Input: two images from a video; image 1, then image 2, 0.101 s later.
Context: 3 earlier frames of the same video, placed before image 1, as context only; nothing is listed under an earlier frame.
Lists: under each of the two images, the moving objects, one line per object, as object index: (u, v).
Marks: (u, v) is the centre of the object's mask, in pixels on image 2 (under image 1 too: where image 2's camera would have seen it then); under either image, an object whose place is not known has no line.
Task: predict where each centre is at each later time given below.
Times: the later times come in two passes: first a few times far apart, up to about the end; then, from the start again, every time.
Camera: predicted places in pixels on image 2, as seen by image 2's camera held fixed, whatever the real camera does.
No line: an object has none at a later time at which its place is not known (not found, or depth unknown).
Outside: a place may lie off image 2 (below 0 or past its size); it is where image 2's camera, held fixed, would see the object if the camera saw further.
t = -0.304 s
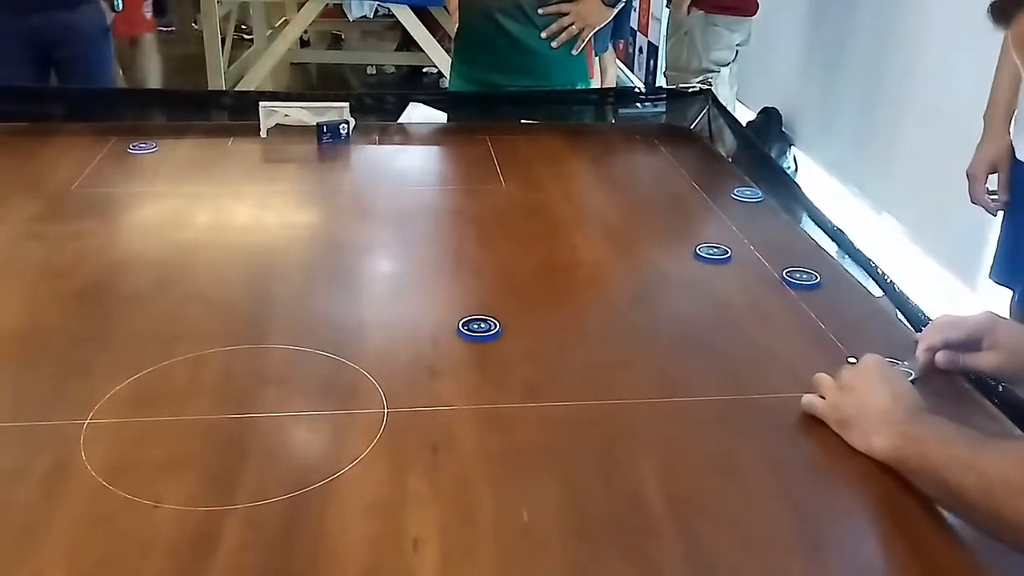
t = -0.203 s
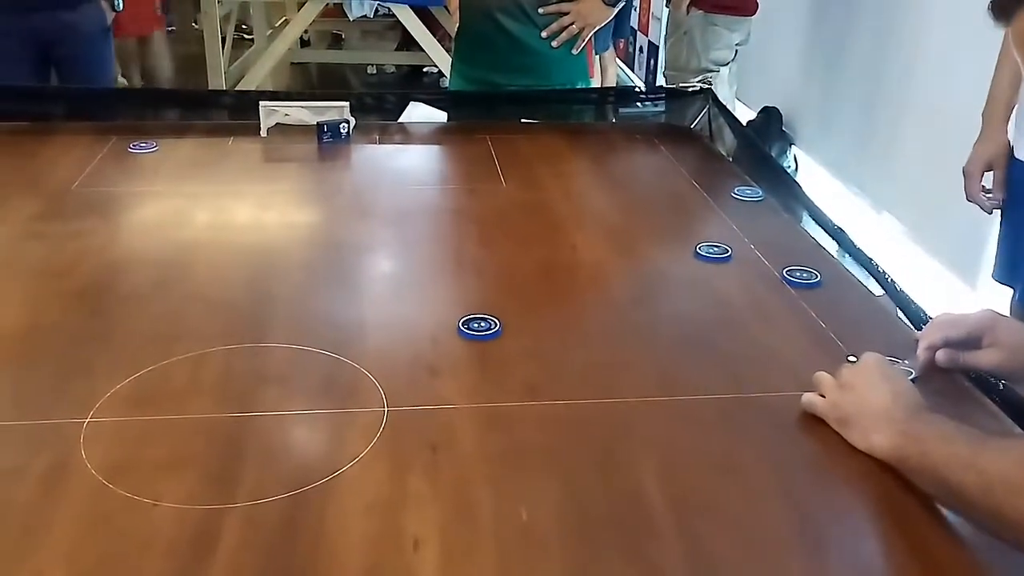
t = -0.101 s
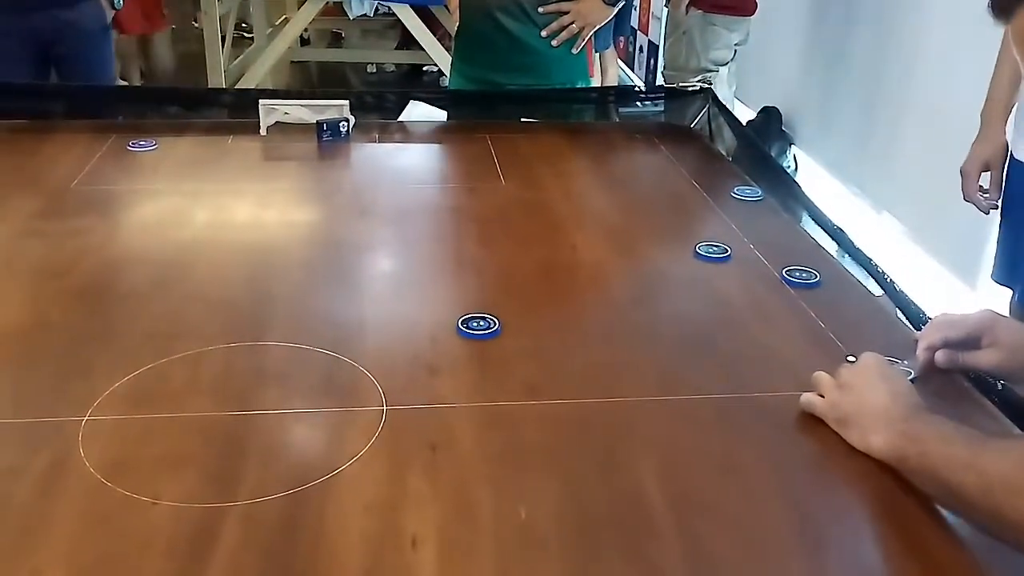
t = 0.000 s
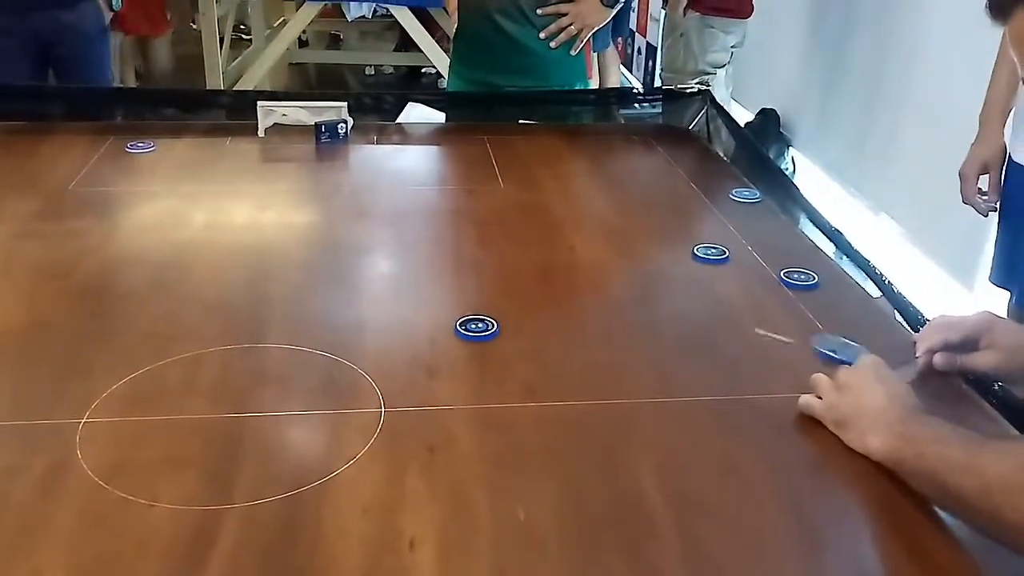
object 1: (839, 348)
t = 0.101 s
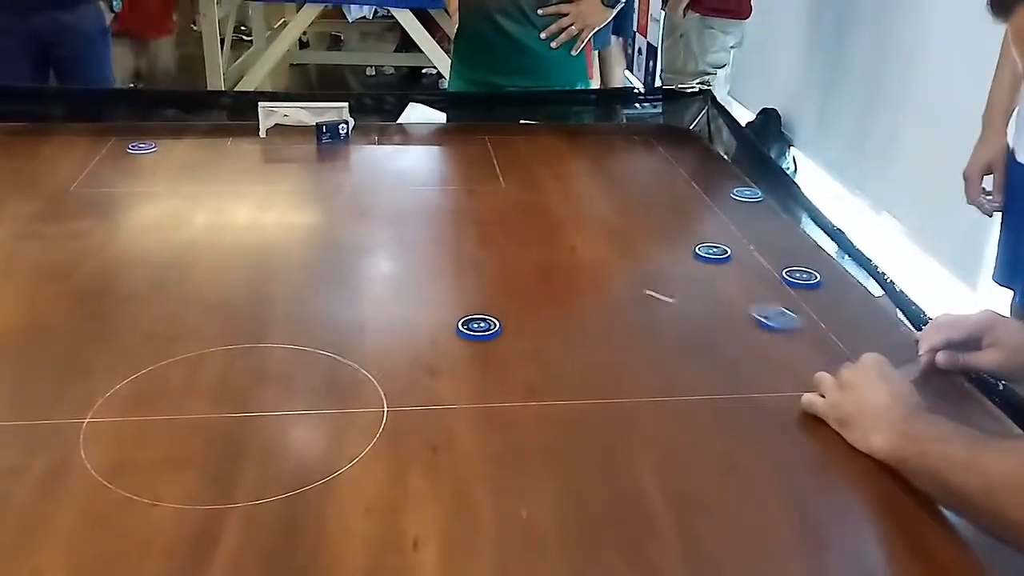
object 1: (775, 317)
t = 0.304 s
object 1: (662, 266)
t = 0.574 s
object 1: (546, 213)
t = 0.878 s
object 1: (452, 171)
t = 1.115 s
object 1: (405, 150)
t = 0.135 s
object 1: (755, 309)
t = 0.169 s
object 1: (735, 299)
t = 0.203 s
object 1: (713, 290)
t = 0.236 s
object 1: (695, 282)
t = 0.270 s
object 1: (679, 274)
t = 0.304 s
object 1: (662, 266)
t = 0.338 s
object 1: (646, 259)
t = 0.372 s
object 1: (630, 252)
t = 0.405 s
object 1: (614, 245)
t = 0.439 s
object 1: (600, 238)
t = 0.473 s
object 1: (586, 232)
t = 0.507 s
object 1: (573, 226)
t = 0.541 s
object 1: (559, 219)
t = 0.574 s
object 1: (546, 213)
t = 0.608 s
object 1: (534, 207)
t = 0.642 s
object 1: (522, 202)
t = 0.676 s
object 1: (511, 197)
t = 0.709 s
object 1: (500, 192)
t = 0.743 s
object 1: (489, 187)
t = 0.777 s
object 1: (479, 183)
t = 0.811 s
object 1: (470, 178)
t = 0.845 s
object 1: (461, 174)
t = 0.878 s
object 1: (452, 171)
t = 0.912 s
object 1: (444, 167)
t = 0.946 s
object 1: (435, 164)
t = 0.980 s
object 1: (428, 160)
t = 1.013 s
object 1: (423, 158)
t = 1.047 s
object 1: (416, 154)
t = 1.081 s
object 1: (411, 152)
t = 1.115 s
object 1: (405, 150)
